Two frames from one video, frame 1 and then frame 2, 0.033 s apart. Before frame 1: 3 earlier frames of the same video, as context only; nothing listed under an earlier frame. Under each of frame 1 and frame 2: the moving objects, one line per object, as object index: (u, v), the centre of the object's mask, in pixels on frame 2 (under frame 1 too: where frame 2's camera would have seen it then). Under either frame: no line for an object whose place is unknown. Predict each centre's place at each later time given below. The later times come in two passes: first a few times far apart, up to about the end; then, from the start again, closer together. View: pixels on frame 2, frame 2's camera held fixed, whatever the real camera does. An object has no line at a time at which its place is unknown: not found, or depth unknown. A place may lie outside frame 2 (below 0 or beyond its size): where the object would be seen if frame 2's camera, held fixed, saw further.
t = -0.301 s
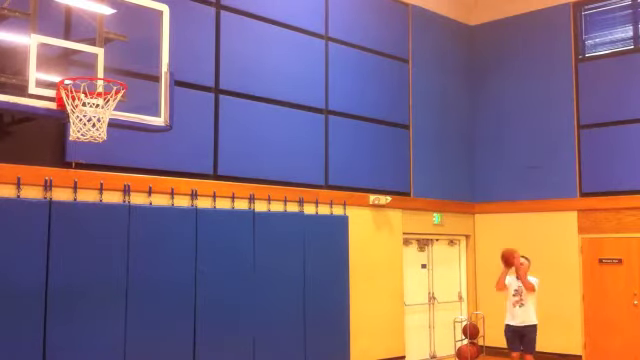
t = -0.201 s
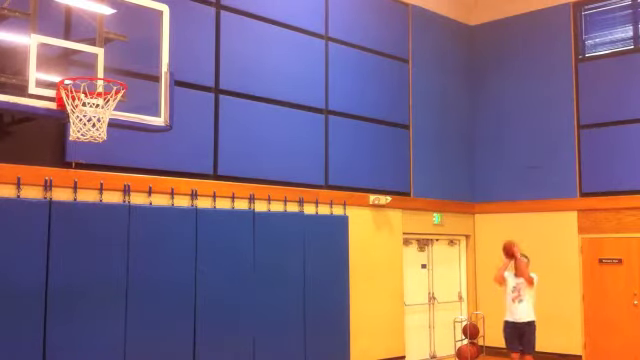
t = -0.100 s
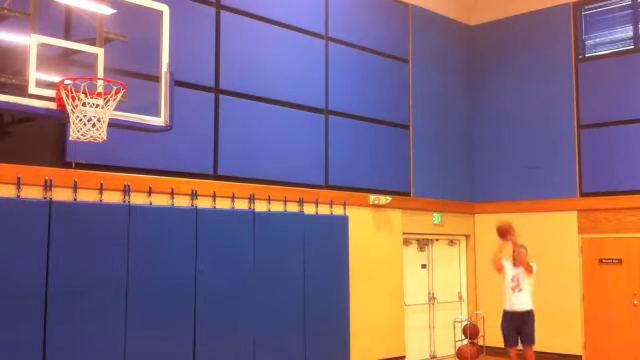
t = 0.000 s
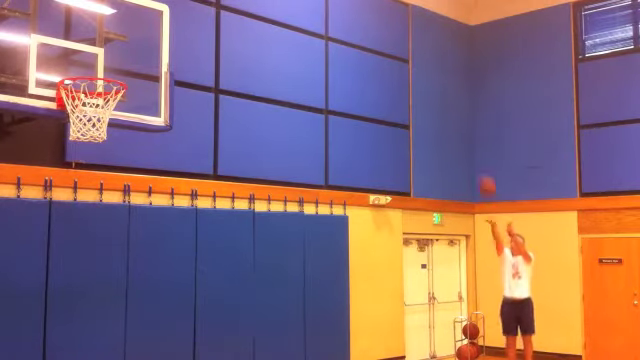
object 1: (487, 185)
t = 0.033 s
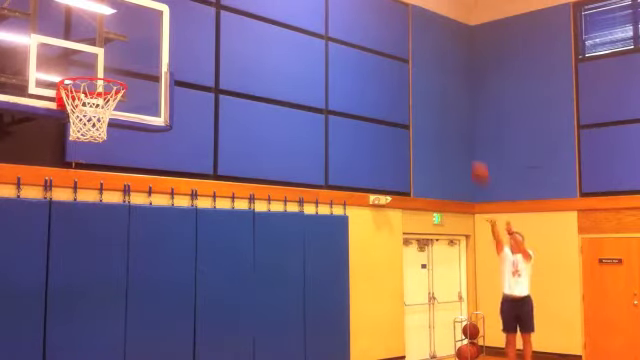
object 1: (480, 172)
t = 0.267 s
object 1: (425, 84)
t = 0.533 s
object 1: (349, 18)
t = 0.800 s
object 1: (251, 7)
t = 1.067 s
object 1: (114, 68)
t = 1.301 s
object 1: (64, 114)
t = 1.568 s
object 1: (95, 142)
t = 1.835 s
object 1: (113, 191)
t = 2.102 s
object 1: (132, 347)
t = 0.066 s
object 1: (472, 158)
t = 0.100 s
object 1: (464, 145)
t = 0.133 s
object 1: (457, 131)
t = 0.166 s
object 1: (449, 118)
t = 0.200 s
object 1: (441, 106)
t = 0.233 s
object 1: (433, 95)
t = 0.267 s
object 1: (425, 84)
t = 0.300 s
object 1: (416, 74)
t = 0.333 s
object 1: (407, 64)
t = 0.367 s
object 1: (398, 54)
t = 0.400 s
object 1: (390, 47)
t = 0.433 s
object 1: (379, 38)
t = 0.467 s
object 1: (370, 30)
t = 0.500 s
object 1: (360, 25)
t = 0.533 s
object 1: (349, 18)
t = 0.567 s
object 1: (339, 14)
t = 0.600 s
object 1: (327, 11)
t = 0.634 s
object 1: (315, 8)
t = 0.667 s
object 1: (303, 7)
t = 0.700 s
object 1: (290, 7)
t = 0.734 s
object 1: (277, 7)
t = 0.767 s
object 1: (264, 7)
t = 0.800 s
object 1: (251, 7)
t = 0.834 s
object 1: (236, 9)
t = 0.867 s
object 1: (221, 11)
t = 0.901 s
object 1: (205, 16)
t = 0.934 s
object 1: (188, 24)
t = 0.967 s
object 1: (172, 33)
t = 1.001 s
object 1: (149, 44)
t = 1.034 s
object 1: (132, 55)
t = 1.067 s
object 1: (114, 68)
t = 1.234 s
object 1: (66, 113)
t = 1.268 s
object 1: (65, 113)
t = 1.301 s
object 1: (64, 114)
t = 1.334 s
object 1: (64, 117)
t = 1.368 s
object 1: (66, 120)
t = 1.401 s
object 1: (67, 125)
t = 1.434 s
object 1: (72, 130)
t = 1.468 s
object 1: (80, 134)
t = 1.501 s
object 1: (86, 137)
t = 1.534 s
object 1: (91, 140)
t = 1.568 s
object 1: (95, 142)
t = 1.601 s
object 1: (98, 143)
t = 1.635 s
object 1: (100, 144)
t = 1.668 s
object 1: (102, 145)
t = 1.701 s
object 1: (105, 151)
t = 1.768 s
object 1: (110, 166)
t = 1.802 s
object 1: (112, 177)
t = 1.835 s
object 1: (113, 191)
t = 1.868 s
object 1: (116, 207)
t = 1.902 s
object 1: (118, 222)
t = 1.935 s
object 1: (121, 239)
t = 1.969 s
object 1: (123, 258)
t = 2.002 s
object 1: (126, 280)
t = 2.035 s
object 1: (128, 302)
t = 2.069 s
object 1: (130, 328)
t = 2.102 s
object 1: (132, 347)
